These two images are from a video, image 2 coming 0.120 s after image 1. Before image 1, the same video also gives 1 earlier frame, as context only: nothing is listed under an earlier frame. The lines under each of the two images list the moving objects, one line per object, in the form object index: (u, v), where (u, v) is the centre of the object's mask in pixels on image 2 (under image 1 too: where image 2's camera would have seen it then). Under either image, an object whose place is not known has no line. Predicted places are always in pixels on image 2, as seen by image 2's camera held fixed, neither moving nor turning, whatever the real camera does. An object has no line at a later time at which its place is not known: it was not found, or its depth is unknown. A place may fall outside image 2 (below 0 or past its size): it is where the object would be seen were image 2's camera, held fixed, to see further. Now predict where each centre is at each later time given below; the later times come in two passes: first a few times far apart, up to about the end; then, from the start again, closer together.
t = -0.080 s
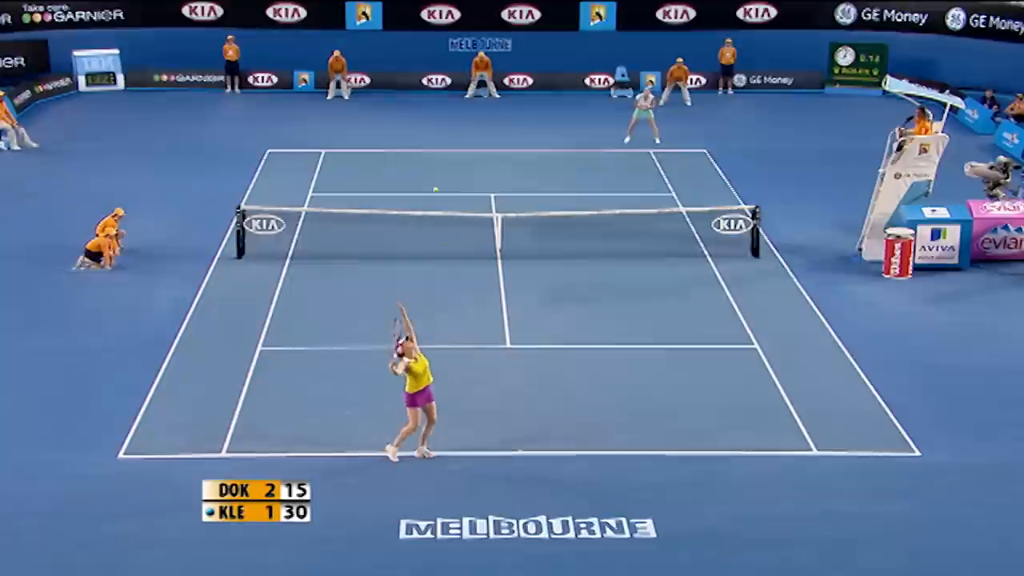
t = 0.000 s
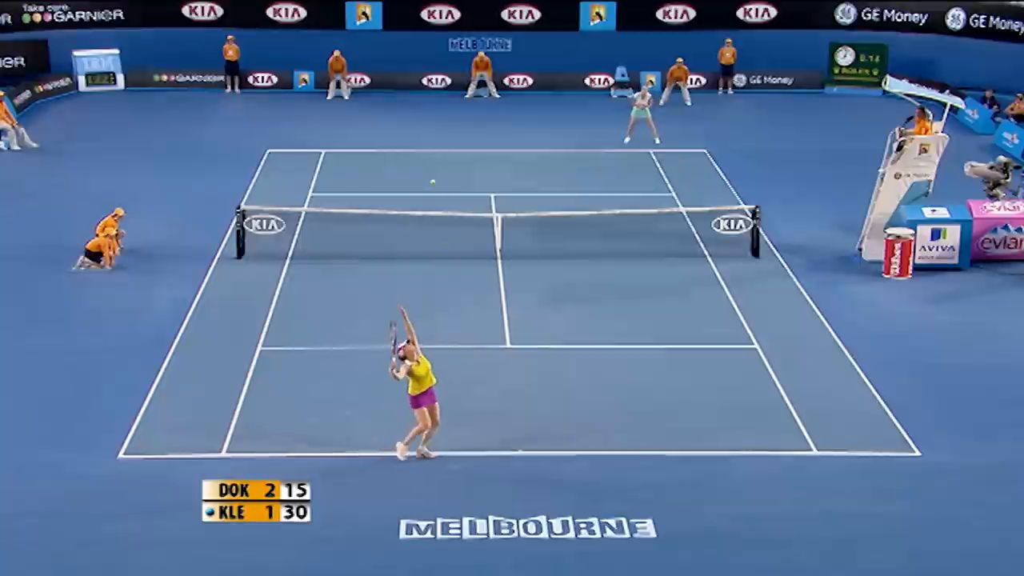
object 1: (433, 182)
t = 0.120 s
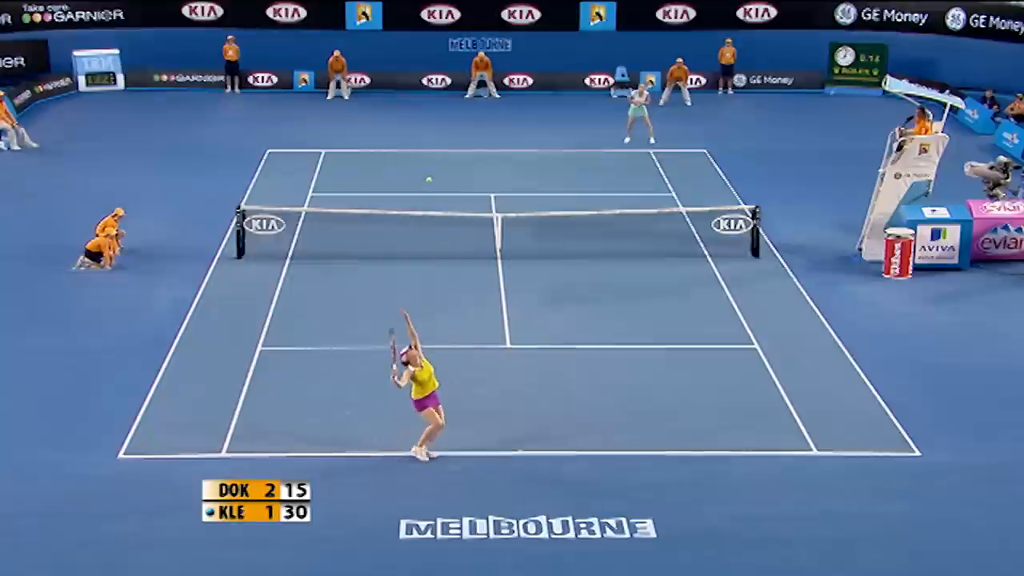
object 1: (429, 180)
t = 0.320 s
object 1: (421, 195)
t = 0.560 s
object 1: (414, 251)
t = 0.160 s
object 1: (427, 180)
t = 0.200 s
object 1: (426, 182)
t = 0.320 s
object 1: (421, 195)
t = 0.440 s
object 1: (418, 219)
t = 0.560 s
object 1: (414, 251)
